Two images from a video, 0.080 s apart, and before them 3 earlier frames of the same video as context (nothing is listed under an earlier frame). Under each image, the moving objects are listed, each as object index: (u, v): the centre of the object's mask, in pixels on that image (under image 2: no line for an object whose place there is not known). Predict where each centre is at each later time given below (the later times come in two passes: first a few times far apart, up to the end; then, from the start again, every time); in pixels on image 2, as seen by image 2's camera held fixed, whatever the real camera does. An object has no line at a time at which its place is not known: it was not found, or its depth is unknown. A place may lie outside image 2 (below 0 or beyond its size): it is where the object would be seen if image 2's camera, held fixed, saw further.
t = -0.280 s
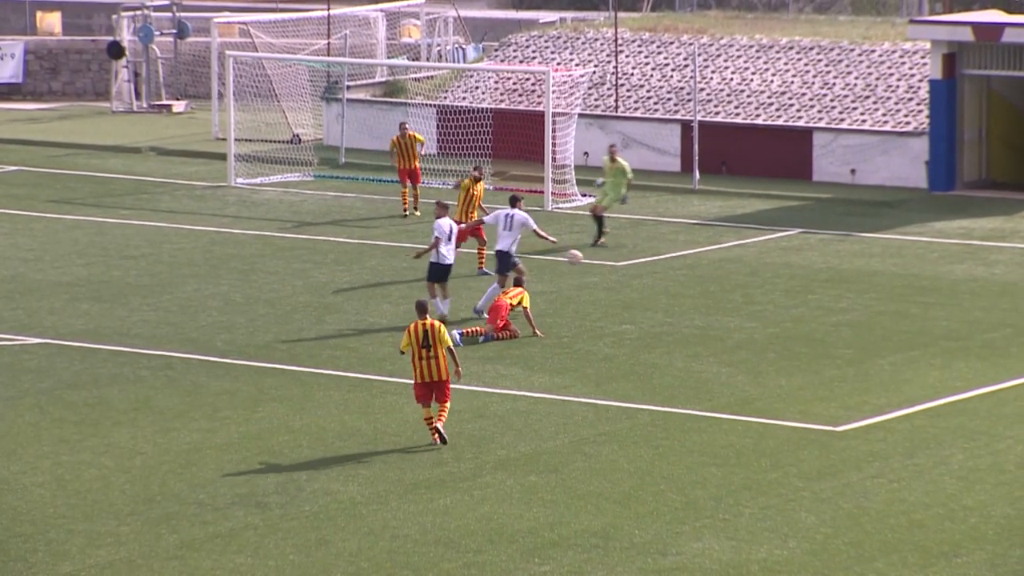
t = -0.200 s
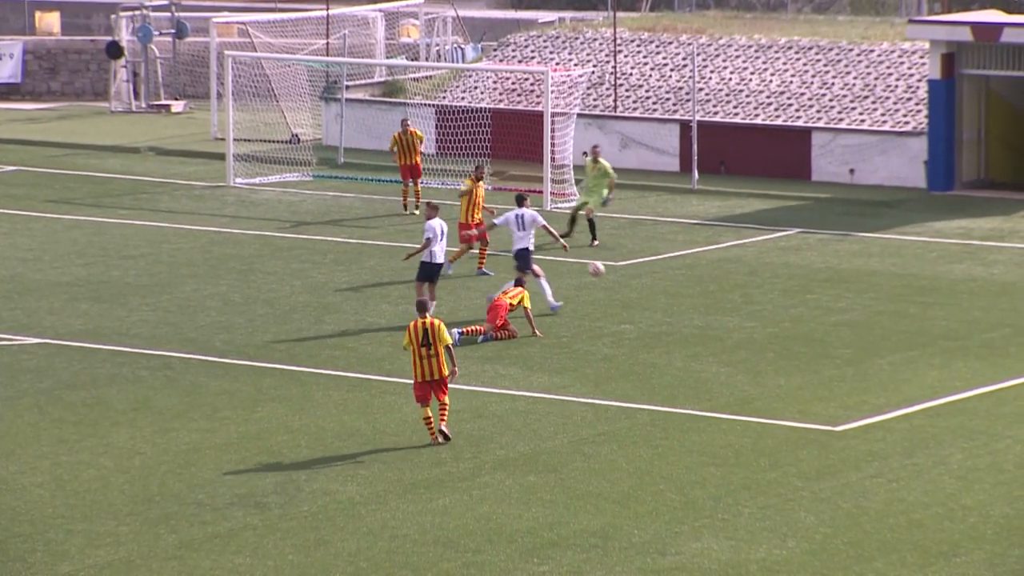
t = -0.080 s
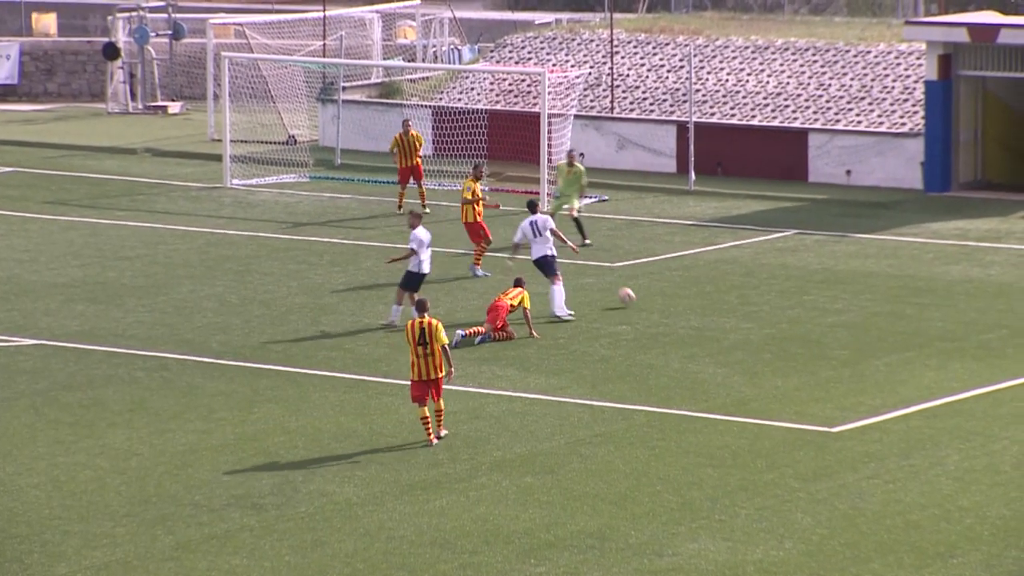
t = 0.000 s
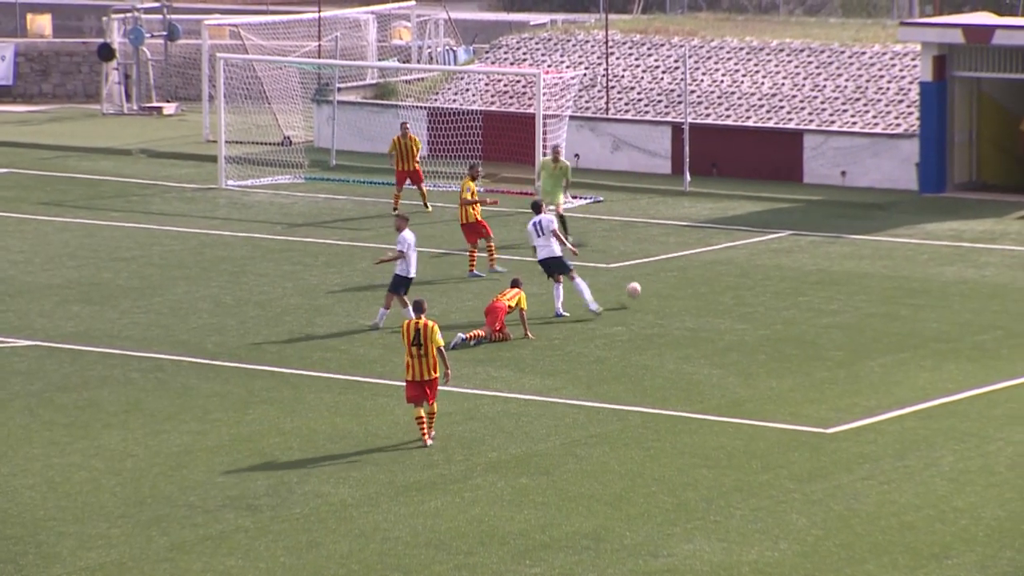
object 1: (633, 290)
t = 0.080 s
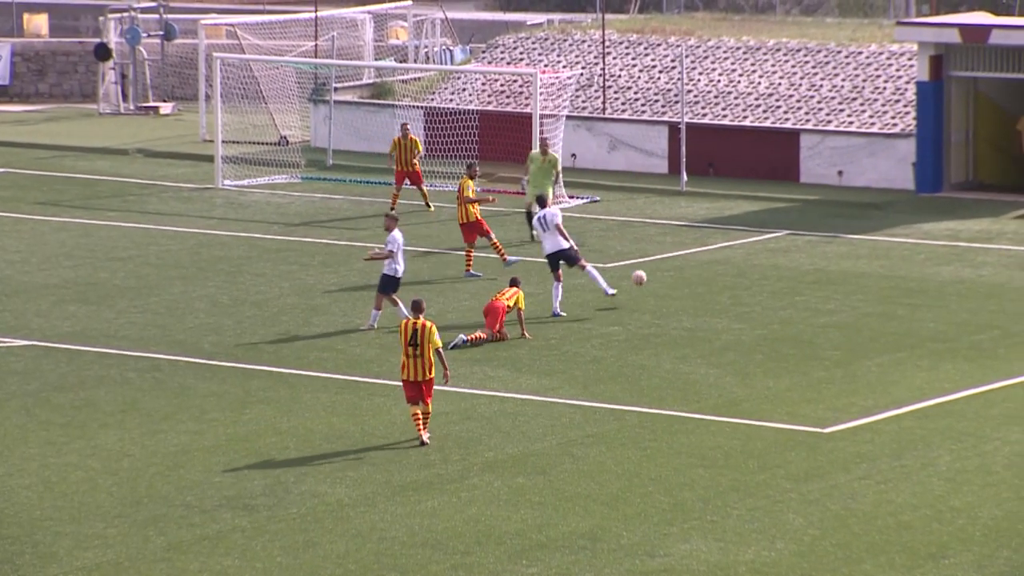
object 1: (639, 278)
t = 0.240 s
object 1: (656, 267)
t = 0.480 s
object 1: (681, 280)
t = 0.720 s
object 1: (715, 277)
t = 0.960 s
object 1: (748, 283)
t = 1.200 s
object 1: (779, 281)
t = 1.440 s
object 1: (808, 277)
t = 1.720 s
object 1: (840, 274)
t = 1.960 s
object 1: (865, 271)
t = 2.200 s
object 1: (889, 268)
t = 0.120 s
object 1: (643, 273)
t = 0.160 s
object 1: (647, 270)
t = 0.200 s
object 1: (652, 267)
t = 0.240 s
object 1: (656, 267)
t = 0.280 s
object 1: (660, 266)
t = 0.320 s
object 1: (665, 267)
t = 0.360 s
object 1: (669, 268)
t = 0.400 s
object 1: (673, 272)
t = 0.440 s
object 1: (678, 276)
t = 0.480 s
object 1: (681, 280)
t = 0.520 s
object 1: (686, 286)
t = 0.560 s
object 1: (691, 290)
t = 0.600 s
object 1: (697, 285)
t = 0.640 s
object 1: (703, 282)
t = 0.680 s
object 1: (709, 278)
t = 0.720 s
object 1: (715, 277)
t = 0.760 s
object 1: (720, 276)
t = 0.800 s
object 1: (726, 277)
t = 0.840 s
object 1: (732, 278)
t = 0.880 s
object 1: (738, 281)
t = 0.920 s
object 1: (743, 285)
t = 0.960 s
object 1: (748, 283)
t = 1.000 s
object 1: (754, 281)
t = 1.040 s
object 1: (759, 279)
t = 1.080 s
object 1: (764, 278)
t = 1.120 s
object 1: (770, 278)
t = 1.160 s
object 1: (774, 280)
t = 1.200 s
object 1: (779, 281)
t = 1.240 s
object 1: (784, 279)
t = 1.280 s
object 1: (789, 277)
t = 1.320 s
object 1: (793, 277)
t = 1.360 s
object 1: (799, 277)
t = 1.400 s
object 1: (804, 278)
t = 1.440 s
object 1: (808, 277)
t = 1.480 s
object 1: (813, 276)
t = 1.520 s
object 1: (817, 276)
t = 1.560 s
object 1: (822, 276)
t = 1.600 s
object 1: (826, 275)
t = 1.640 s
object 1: (831, 275)
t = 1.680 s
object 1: (835, 274)
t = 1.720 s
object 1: (840, 274)
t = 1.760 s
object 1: (844, 273)
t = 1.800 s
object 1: (848, 272)
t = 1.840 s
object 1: (852, 272)
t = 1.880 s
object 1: (857, 271)
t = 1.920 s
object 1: (861, 271)
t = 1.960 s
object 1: (865, 271)
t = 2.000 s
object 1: (869, 271)
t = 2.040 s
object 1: (873, 270)
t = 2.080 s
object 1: (878, 269)
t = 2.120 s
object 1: (882, 269)
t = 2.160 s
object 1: (885, 269)
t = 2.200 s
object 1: (889, 268)
